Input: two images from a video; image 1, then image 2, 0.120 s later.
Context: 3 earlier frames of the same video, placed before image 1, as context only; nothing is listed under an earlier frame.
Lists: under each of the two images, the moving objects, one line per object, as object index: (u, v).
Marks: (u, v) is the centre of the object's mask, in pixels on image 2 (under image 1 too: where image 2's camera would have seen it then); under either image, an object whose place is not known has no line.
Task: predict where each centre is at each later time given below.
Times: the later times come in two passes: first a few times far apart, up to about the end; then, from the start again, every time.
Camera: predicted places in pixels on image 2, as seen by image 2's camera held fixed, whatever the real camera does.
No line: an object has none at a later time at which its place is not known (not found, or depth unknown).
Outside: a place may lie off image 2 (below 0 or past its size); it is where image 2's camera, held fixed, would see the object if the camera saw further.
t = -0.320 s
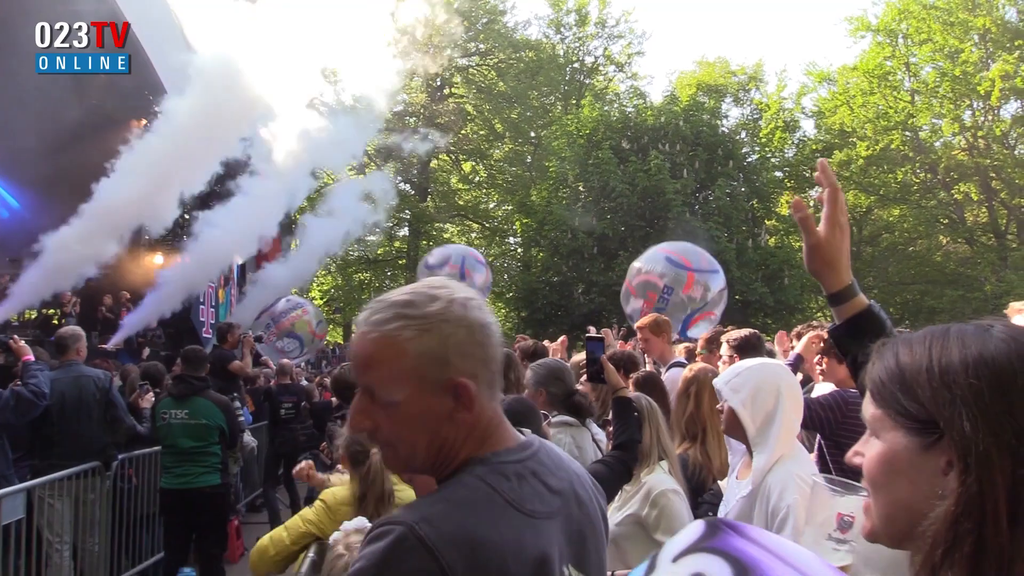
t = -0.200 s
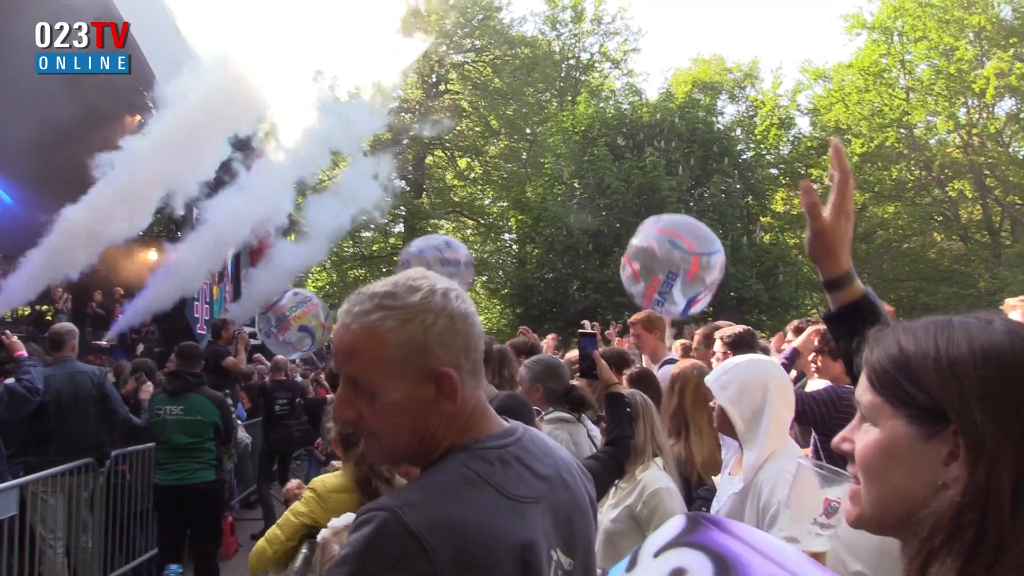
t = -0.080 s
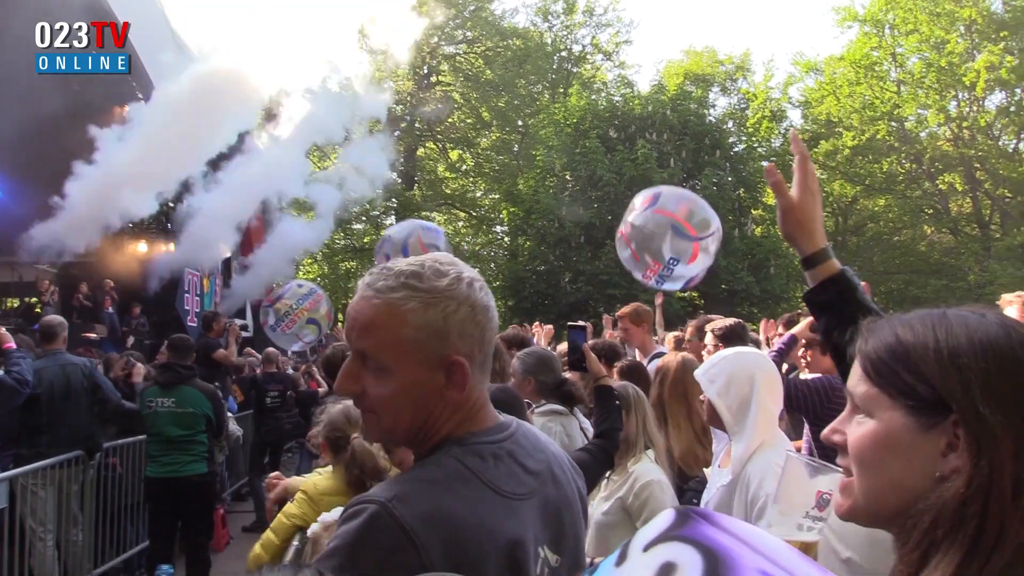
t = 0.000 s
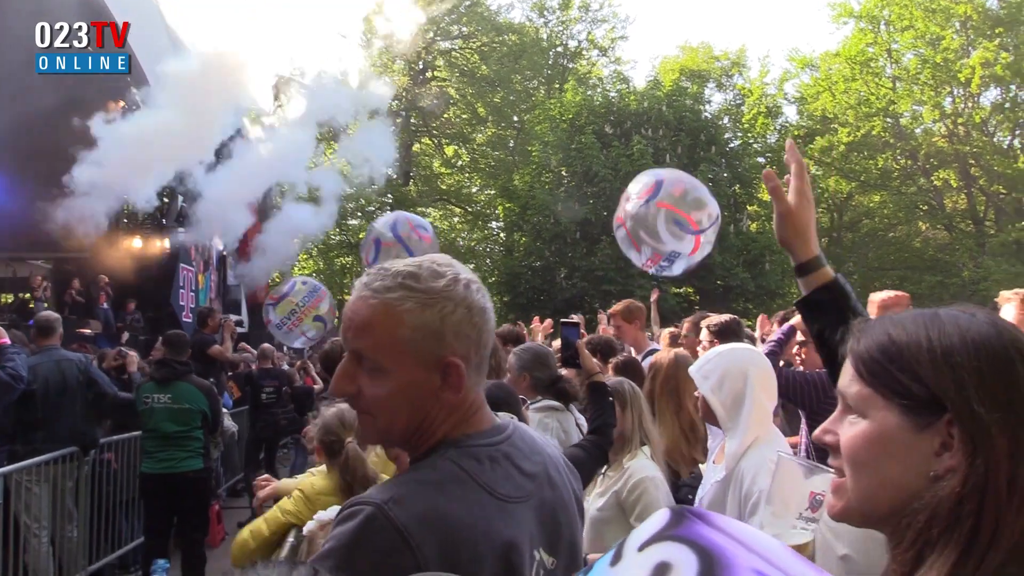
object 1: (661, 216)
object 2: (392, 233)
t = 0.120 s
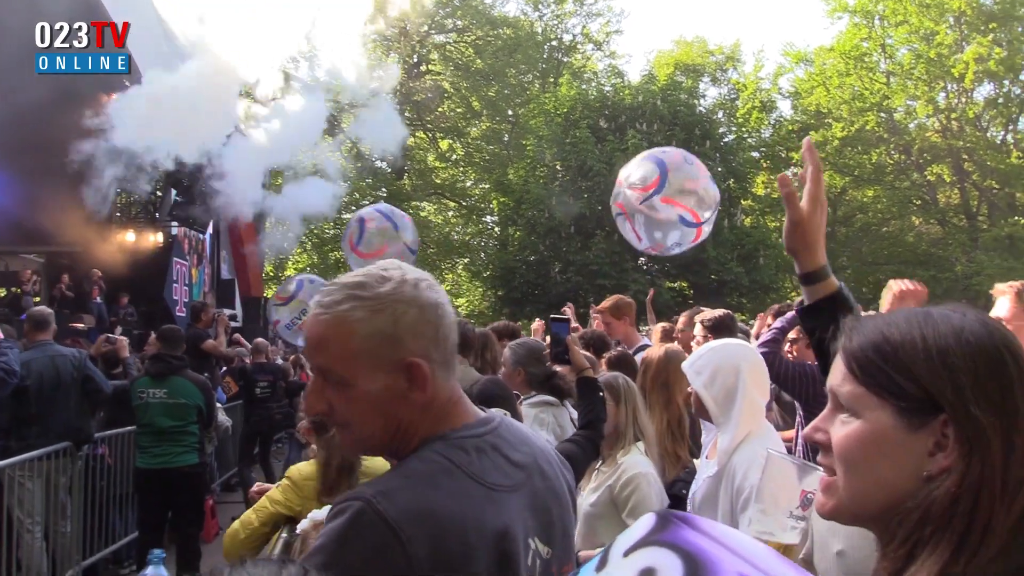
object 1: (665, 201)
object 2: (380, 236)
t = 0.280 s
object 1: (670, 188)
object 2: (358, 235)
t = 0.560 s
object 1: (680, 184)
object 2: (321, 256)
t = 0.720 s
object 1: (686, 193)
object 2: (306, 283)
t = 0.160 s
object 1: (666, 197)
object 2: (375, 236)
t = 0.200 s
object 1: (667, 194)
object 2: (369, 235)
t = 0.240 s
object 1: (669, 191)
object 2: (364, 234)
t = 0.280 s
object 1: (670, 188)
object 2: (358, 235)
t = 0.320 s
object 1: (671, 186)
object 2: (353, 237)
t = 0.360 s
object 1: (672, 185)
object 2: (348, 241)
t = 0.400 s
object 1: (674, 184)
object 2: (343, 244)
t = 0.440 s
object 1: (675, 183)
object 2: (339, 246)
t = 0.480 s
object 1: (677, 183)
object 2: (334, 249)
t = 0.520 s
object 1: (678, 183)
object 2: (327, 252)
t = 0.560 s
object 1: (680, 184)
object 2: (321, 256)
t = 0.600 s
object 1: (682, 186)
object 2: (314, 263)
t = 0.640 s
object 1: (683, 188)
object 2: (310, 270)
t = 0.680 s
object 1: (685, 190)
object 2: (308, 277)
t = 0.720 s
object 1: (686, 193)
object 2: (306, 283)
